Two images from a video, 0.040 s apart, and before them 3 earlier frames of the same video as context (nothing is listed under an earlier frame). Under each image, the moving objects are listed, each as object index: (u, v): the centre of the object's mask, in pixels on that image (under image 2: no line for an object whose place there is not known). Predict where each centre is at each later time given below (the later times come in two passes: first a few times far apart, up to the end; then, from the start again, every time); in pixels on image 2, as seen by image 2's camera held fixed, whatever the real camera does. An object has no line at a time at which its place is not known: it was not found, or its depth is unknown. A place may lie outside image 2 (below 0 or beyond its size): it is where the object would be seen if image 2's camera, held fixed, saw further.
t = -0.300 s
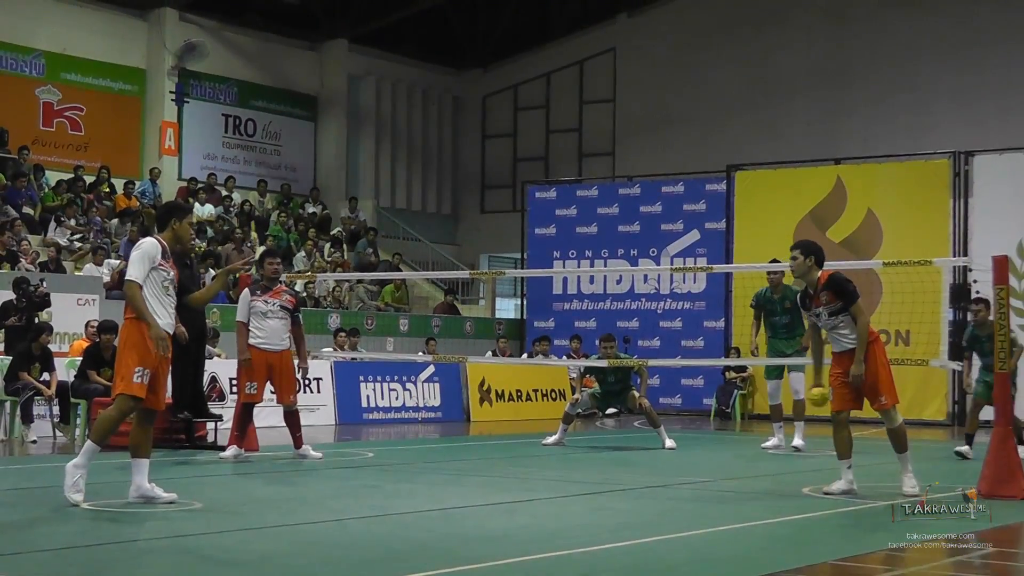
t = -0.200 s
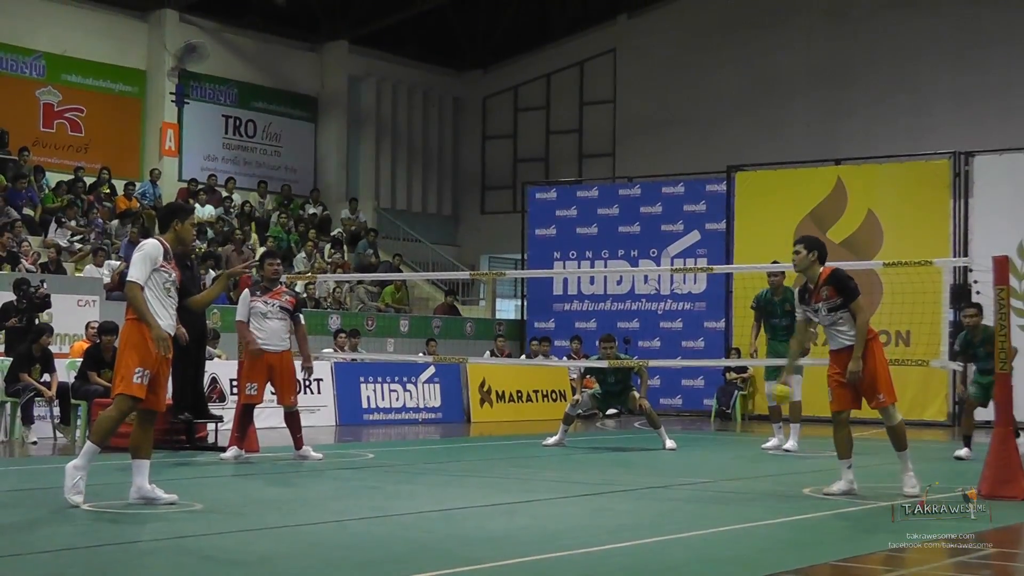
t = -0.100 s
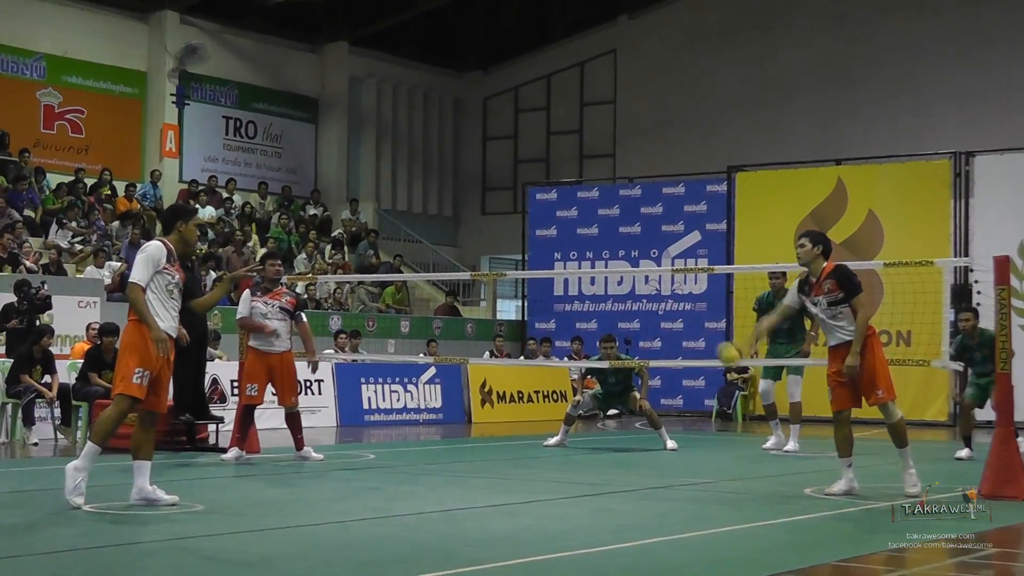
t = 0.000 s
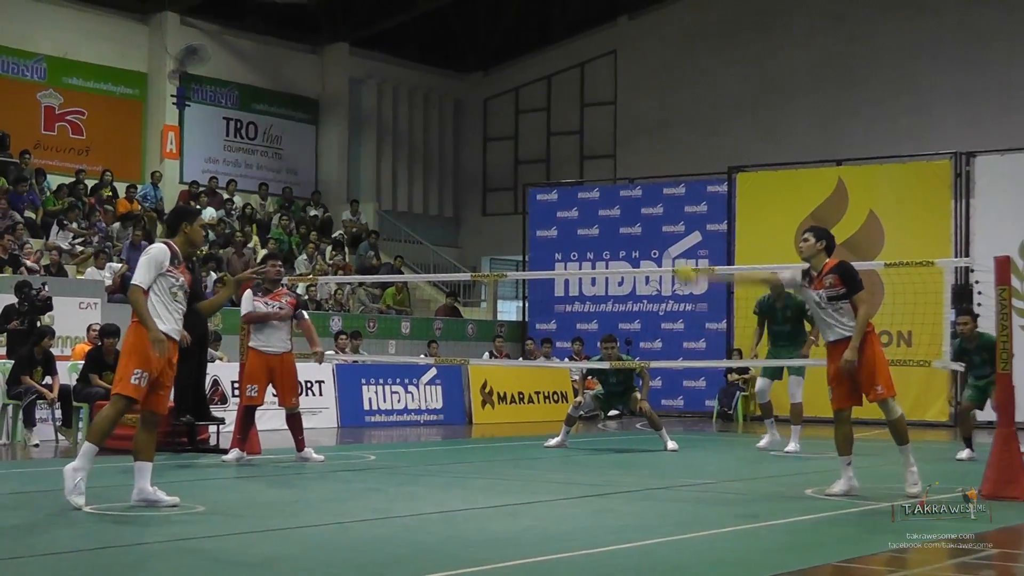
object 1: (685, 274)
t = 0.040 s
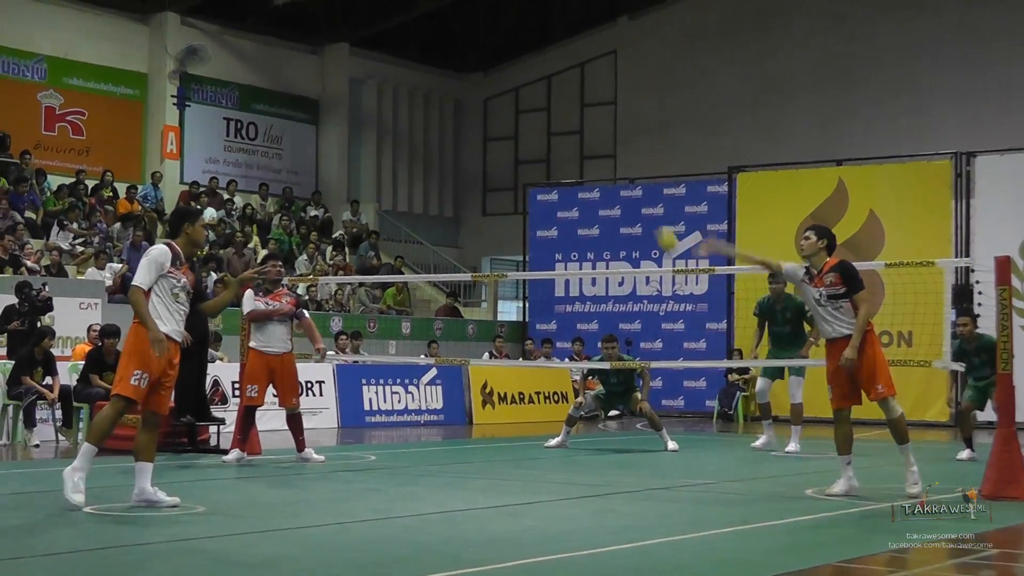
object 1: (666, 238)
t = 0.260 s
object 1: (573, 102)
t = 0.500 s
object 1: (465, 31)
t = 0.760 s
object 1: (341, 54)
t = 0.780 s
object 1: (331, 61)
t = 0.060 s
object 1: (659, 225)
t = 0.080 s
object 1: (650, 209)
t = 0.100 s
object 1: (642, 195)
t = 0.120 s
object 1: (634, 182)
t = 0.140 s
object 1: (625, 169)
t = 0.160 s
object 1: (616, 156)
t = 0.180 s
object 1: (608, 144)
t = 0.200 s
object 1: (599, 132)
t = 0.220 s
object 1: (590, 122)
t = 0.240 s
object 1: (582, 112)
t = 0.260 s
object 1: (573, 102)
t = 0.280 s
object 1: (564, 93)
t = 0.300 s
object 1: (555, 84)
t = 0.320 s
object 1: (547, 77)
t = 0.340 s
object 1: (537, 69)
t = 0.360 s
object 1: (528, 62)
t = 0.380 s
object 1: (519, 56)
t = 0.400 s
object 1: (510, 50)
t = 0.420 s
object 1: (501, 45)
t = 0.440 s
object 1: (492, 41)
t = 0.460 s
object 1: (483, 37)
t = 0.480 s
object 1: (474, 34)
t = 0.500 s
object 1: (465, 31)
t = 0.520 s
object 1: (455, 29)
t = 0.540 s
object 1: (446, 28)
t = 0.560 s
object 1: (437, 27)
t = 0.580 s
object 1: (427, 27)
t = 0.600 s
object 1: (418, 27)
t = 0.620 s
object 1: (408, 29)
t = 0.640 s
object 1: (399, 30)
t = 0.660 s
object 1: (390, 33)
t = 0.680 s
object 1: (380, 36)
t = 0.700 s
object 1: (370, 40)
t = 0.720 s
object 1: (361, 44)
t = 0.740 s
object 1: (352, 48)
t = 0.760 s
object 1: (341, 54)
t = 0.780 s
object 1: (331, 61)
